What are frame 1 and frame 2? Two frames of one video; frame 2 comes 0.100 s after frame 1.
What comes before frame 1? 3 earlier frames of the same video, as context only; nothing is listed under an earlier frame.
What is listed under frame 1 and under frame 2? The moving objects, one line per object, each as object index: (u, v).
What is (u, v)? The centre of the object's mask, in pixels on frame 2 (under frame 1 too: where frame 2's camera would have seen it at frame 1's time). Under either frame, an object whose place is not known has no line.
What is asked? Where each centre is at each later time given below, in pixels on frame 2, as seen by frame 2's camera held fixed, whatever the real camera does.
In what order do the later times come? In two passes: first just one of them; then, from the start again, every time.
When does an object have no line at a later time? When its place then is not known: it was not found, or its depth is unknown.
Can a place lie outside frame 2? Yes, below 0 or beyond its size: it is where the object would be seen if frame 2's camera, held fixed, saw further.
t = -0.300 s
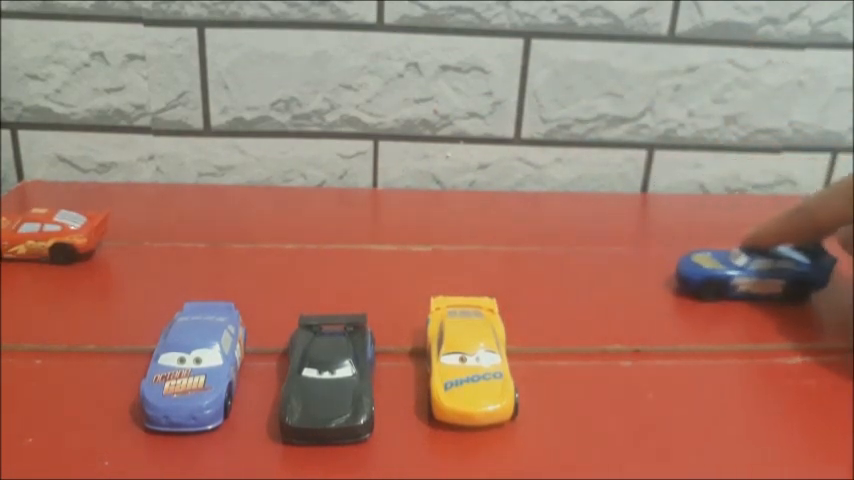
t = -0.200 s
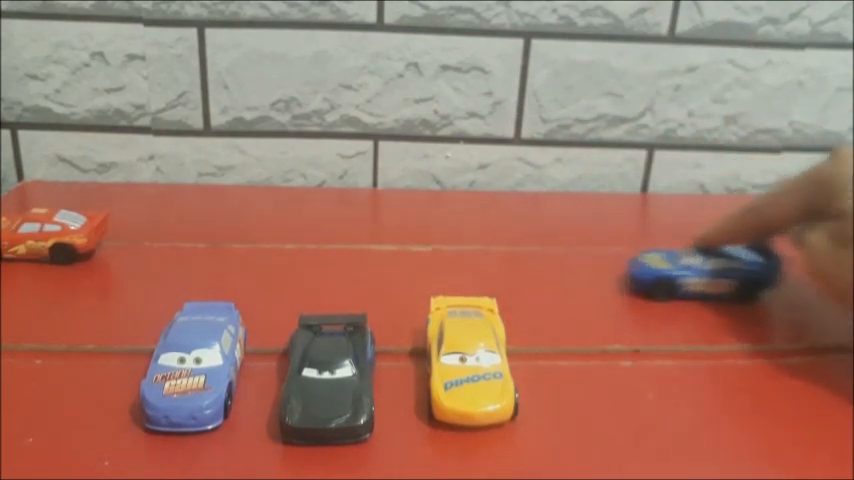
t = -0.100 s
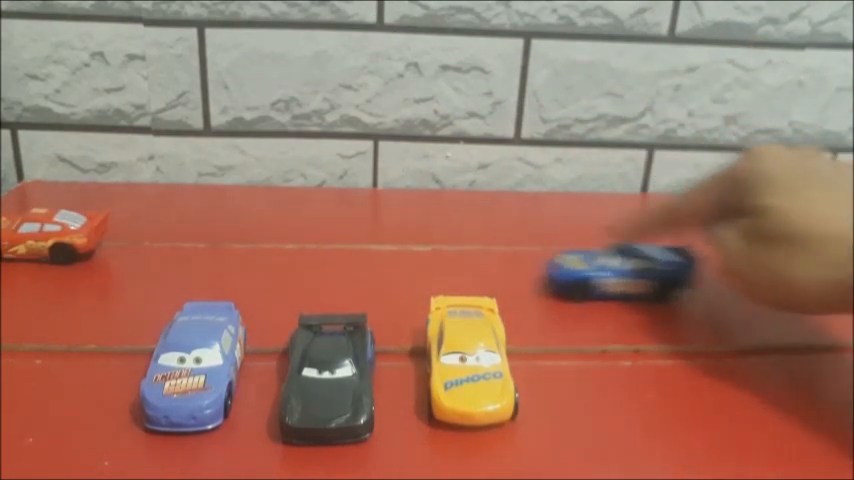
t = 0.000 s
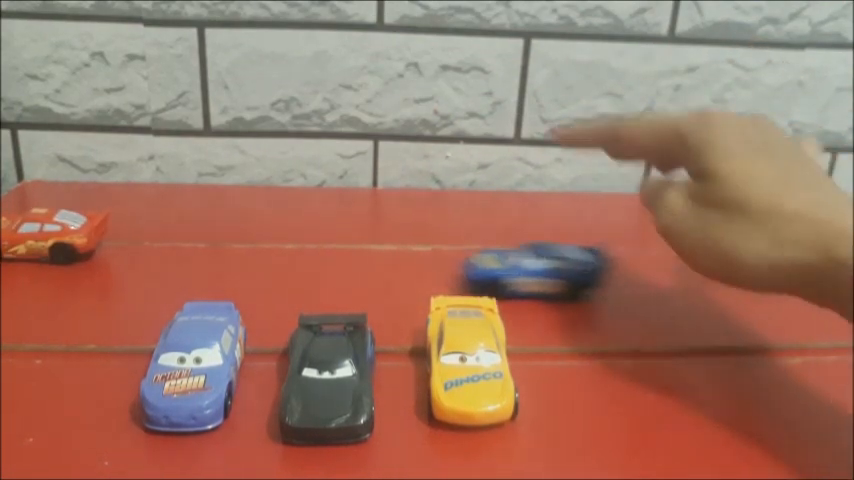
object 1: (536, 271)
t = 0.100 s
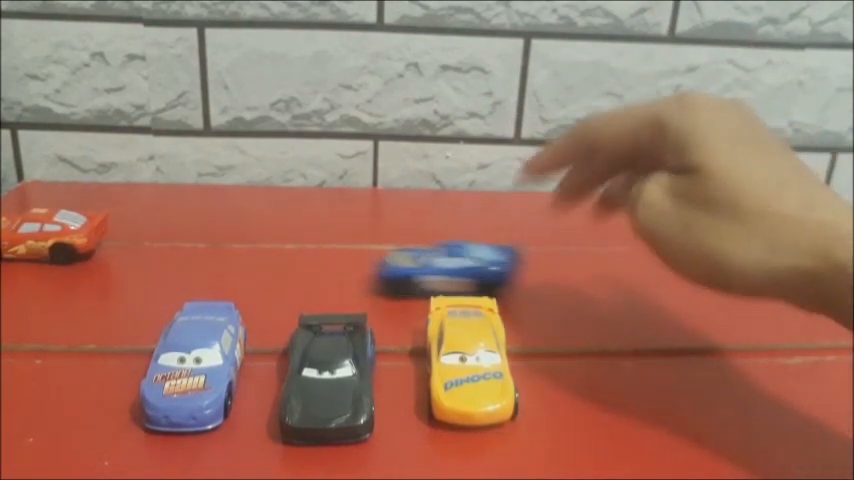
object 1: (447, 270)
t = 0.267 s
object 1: (305, 268)
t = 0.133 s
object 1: (419, 269)
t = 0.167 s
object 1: (390, 269)
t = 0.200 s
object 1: (361, 269)
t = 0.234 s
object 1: (333, 268)
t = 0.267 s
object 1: (305, 268)
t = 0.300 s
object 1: (275, 267)
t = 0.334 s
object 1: (246, 267)
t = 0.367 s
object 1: (218, 266)
